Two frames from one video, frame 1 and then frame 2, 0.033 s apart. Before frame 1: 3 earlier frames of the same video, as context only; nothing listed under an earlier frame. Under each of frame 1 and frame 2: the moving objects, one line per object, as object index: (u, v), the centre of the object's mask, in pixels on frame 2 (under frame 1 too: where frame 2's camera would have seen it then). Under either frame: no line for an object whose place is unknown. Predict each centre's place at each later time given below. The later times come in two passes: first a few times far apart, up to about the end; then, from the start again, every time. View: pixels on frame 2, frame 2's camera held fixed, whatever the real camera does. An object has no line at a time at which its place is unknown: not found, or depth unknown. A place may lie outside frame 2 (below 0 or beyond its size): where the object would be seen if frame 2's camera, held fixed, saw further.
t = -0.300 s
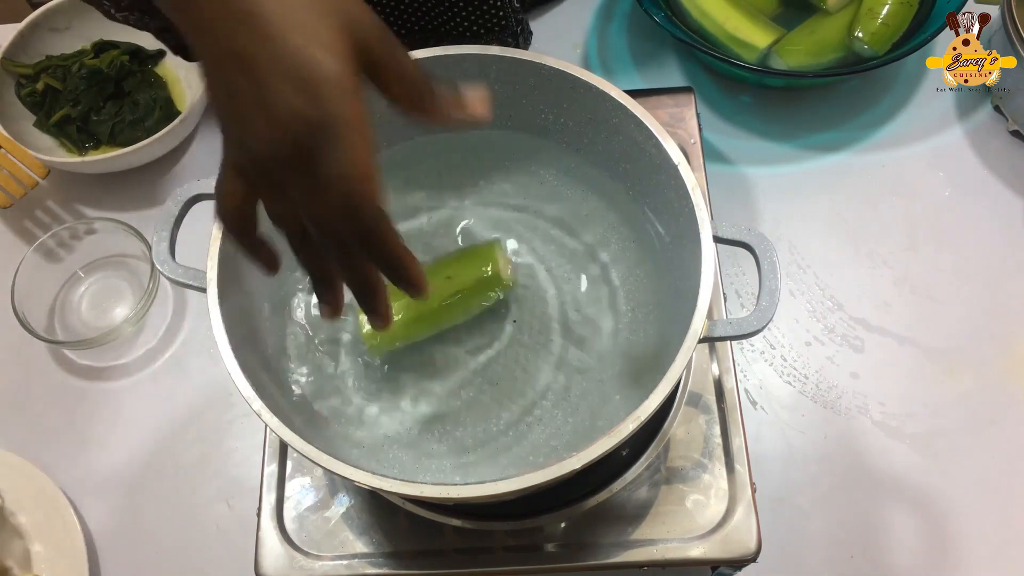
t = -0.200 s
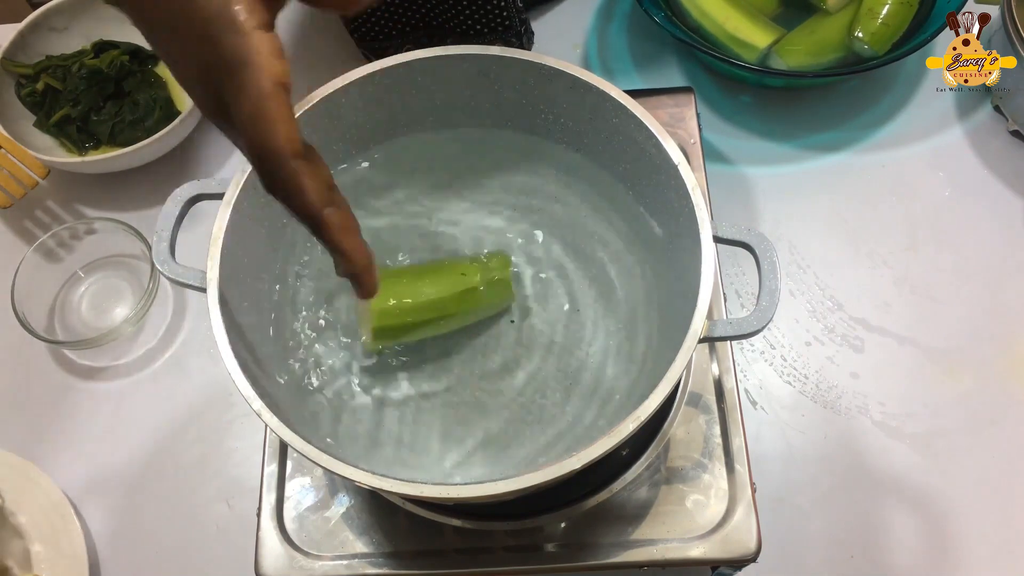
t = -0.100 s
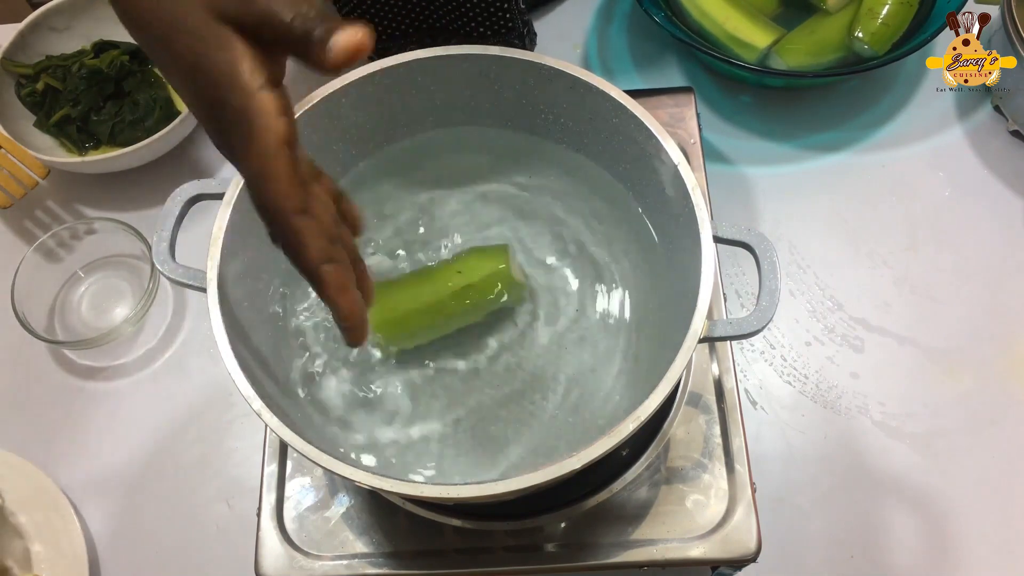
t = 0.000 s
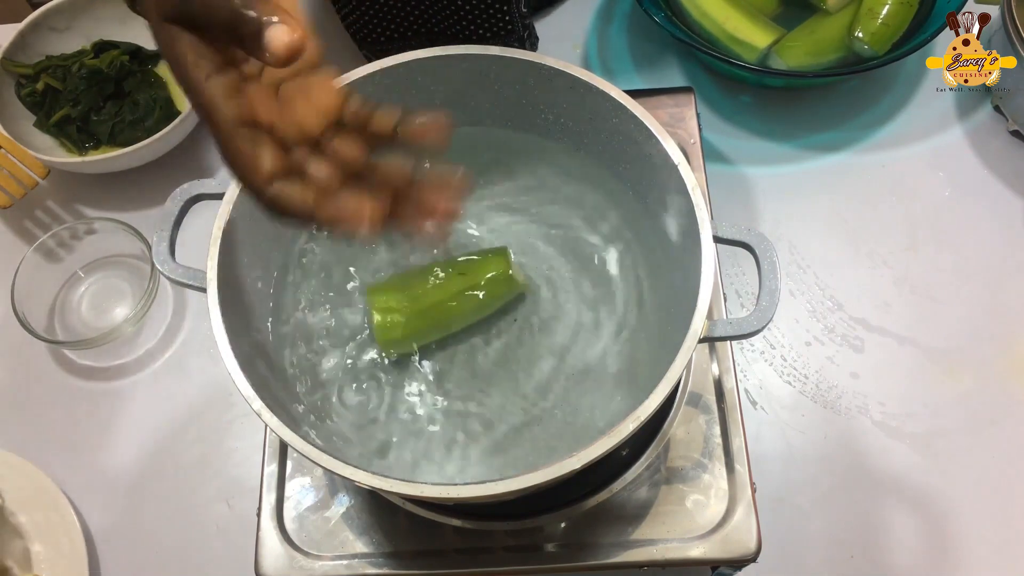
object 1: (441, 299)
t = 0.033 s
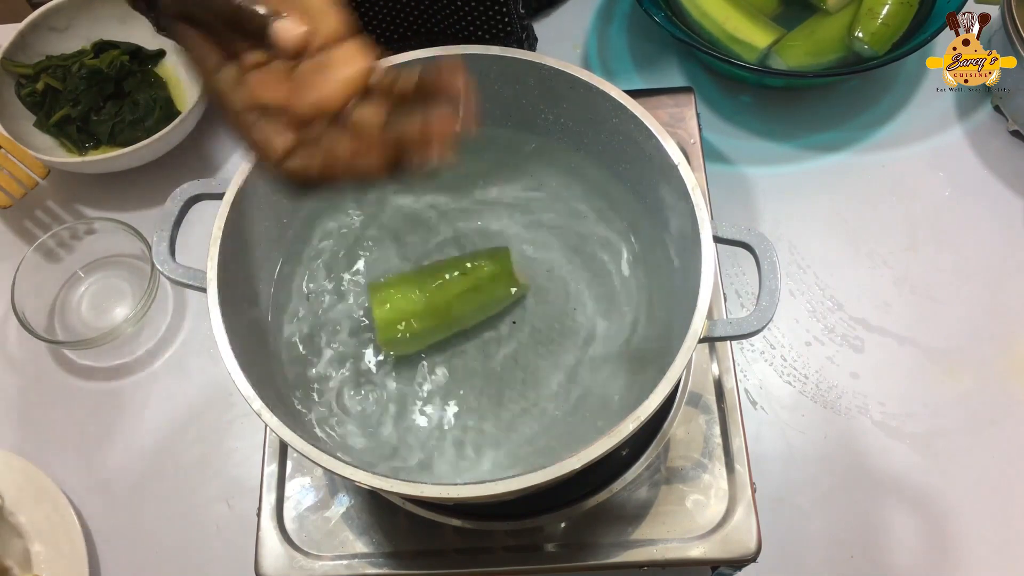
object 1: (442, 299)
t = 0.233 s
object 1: (451, 301)
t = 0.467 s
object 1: (454, 303)
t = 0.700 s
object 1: (458, 302)
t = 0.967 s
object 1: (462, 308)
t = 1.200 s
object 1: (465, 308)
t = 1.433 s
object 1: (465, 310)
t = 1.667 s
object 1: (467, 313)
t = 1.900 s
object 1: (468, 312)
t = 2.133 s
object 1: (469, 314)
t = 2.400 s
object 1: (470, 315)
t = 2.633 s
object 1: (470, 315)
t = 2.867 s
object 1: (471, 317)
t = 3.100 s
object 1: (471, 318)
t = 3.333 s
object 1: (470, 319)
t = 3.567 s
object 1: (470, 321)
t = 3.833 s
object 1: (471, 322)
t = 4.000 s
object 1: (471, 322)
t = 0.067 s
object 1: (444, 299)
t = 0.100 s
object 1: (446, 298)
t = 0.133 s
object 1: (449, 297)
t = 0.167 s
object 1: (450, 300)
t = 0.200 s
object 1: (452, 301)
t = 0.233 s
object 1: (451, 301)
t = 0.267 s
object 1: (452, 301)
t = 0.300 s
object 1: (454, 302)
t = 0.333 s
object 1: (456, 302)
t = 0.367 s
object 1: (455, 303)
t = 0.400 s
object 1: (454, 303)
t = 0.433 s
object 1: (454, 303)
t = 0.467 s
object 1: (454, 303)
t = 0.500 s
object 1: (457, 302)
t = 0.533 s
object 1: (459, 301)
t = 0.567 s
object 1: (460, 301)
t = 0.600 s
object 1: (459, 302)
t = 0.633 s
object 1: (458, 301)
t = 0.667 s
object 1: (457, 302)
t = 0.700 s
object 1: (458, 302)
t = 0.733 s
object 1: (459, 301)
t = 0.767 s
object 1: (459, 303)
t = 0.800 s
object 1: (459, 303)
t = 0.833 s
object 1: (462, 304)
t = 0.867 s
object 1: (463, 305)
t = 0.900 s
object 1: (462, 307)
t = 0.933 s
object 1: (461, 308)
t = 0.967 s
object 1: (462, 308)
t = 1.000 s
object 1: (462, 308)
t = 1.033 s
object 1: (463, 308)
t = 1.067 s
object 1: (464, 308)
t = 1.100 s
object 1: (465, 308)
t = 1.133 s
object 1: (465, 308)
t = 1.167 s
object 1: (465, 308)
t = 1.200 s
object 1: (465, 308)
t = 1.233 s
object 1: (464, 309)
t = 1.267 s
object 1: (464, 309)
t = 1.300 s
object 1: (464, 310)
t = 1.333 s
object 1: (464, 309)
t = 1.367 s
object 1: (464, 310)
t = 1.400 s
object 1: (465, 310)
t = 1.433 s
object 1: (465, 310)
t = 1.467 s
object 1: (466, 311)
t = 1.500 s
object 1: (467, 311)
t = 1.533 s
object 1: (466, 312)
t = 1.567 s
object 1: (466, 313)
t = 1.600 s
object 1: (467, 313)
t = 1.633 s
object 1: (467, 313)
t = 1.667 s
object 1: (467, 313)
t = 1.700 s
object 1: (466, 312)
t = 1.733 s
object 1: (467, 312)
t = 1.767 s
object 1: (468, 312)
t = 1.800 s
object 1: (468, 312)
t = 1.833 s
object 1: (468, 313)
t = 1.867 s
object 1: (469, 313)
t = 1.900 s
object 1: (468, 312)
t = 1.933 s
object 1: (468, 312)
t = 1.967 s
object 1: (468, 312)
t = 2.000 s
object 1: (468, 312)
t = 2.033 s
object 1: (468, 312)
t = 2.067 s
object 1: (468, 312)
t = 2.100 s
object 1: (469, 313)
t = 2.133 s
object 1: (469, 314)
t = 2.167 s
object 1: (470, 314)
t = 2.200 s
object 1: (469, 314)
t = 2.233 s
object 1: (469, 314)
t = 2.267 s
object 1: (469, 314)
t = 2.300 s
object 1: (470, 315)
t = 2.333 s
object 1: (470, 315)
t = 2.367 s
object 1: (470, 315)
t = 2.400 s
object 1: (470, 315)
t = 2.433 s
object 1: (471, 315)
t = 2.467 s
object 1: (471, 315)
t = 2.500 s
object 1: (470, 315)
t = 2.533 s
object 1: (470, 315)
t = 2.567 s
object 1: (470, 315)
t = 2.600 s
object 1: (470, 315)
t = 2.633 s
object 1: (470, 315)
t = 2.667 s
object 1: (470, 315)
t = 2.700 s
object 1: (471, 316)
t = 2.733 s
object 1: (471, 316)
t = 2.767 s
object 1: (471, 316)
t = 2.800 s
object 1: (471, 316)
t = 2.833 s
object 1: (471, 317)
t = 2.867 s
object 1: (471, 317)
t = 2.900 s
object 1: (471, 317)
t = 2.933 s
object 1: (471, 318)
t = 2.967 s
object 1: (471, 318)
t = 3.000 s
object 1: (471, 318)
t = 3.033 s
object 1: (471, 318)
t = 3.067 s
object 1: (472, 318)
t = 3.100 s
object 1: (471, 318)
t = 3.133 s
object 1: (471, 318)
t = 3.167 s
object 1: (471, 318)
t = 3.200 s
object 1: (470, 319)
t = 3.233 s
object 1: (470, 319)
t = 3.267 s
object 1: (470, 319)
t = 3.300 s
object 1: (470, 319)
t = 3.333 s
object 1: (470, 319)
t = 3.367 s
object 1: (470, 320)
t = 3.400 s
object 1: (470, 320)
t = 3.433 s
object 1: (470, 321)
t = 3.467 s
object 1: (471, 321)
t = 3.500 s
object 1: (471, 321)
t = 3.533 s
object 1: (471, 321)
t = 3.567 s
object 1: (470, 321)
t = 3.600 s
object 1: (471, 322)
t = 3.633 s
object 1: (471, 322)
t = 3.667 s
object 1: (471, 322)
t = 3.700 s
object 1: (471, 322)
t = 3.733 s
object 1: (471, 322)
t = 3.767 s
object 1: (471, 322)
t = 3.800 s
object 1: (471, 322)
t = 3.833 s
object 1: (471, 322)
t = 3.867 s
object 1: (471, 321)
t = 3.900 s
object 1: (471, 321)
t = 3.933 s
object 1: (470, 322)
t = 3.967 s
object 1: (470, 322)
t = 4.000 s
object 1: (471, 322)
